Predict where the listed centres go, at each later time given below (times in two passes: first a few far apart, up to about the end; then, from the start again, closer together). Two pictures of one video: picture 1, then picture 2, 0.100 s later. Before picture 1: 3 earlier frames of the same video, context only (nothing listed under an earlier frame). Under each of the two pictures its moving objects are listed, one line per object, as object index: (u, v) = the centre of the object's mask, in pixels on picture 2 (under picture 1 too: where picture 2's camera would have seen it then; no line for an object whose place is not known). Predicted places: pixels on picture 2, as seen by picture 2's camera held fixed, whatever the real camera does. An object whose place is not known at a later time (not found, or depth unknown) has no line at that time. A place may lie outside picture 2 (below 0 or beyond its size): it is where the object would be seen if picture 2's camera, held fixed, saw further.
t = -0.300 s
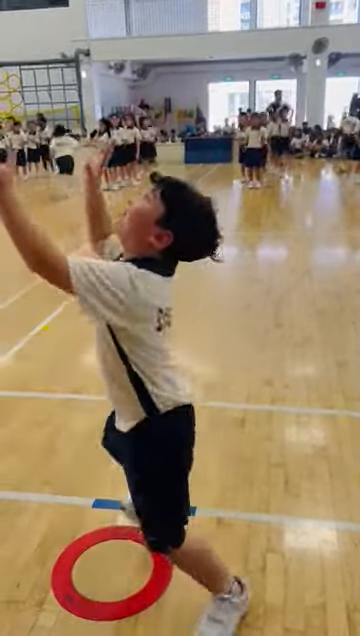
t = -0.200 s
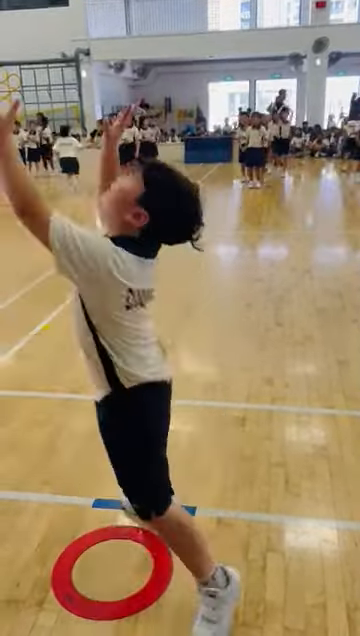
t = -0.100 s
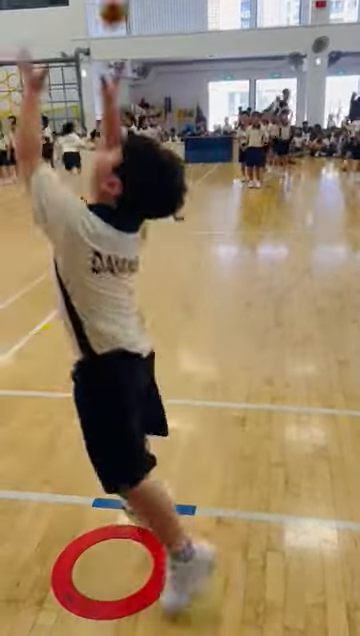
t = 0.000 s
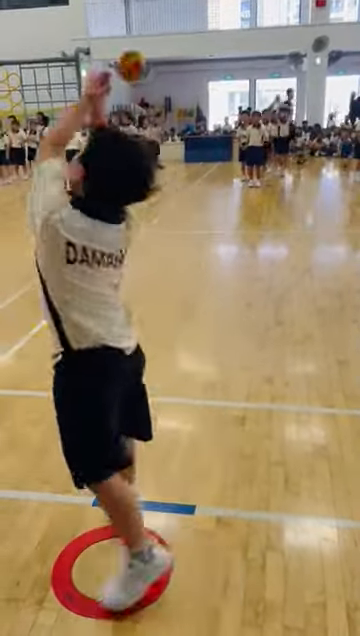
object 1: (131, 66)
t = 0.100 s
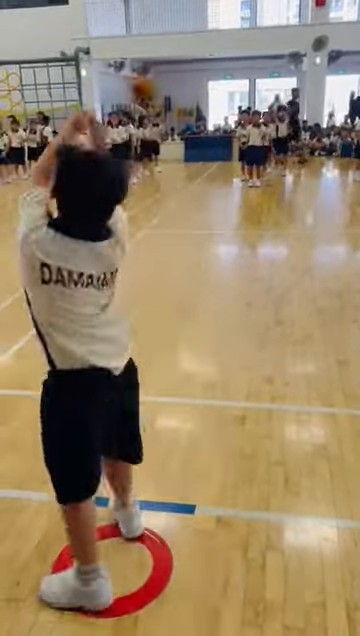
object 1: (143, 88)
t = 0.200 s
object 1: (157, 143)
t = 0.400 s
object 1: (183, 310)
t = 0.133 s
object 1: (148, 105)
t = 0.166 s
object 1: (152, 120)
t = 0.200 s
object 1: (157, 143)
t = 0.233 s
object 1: (162, 170)
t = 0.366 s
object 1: (178, 279)
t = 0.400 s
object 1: (183, 310)
